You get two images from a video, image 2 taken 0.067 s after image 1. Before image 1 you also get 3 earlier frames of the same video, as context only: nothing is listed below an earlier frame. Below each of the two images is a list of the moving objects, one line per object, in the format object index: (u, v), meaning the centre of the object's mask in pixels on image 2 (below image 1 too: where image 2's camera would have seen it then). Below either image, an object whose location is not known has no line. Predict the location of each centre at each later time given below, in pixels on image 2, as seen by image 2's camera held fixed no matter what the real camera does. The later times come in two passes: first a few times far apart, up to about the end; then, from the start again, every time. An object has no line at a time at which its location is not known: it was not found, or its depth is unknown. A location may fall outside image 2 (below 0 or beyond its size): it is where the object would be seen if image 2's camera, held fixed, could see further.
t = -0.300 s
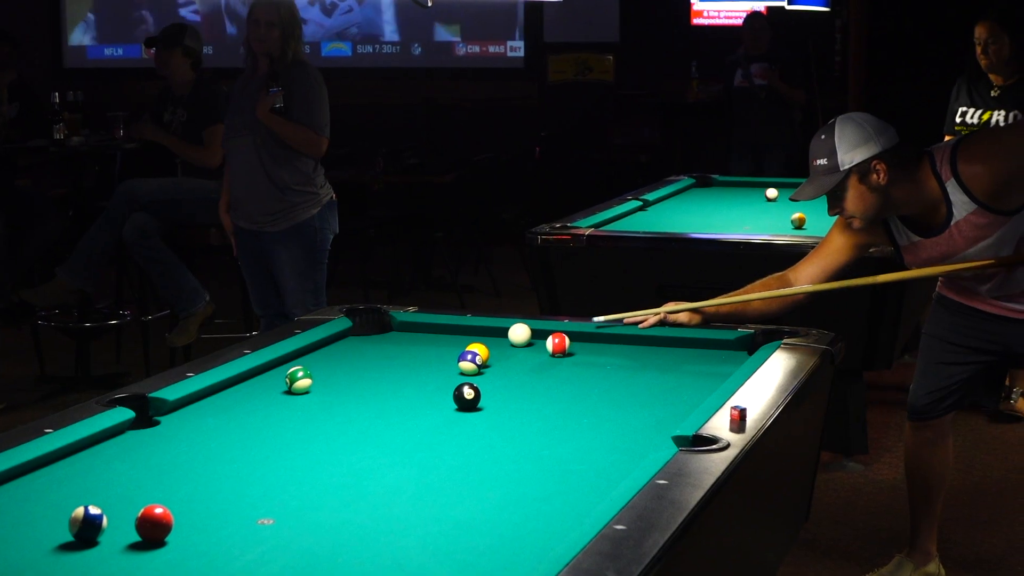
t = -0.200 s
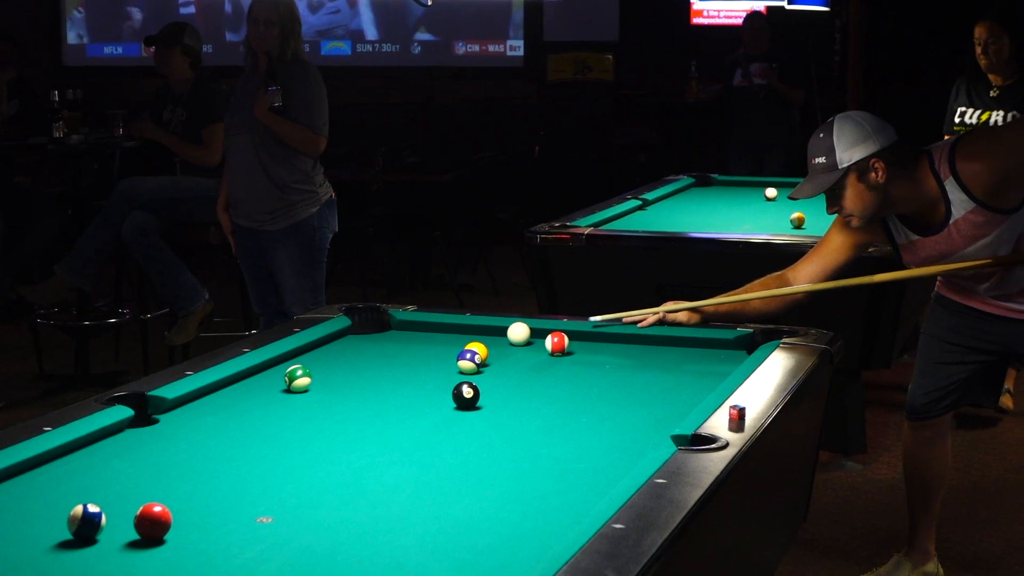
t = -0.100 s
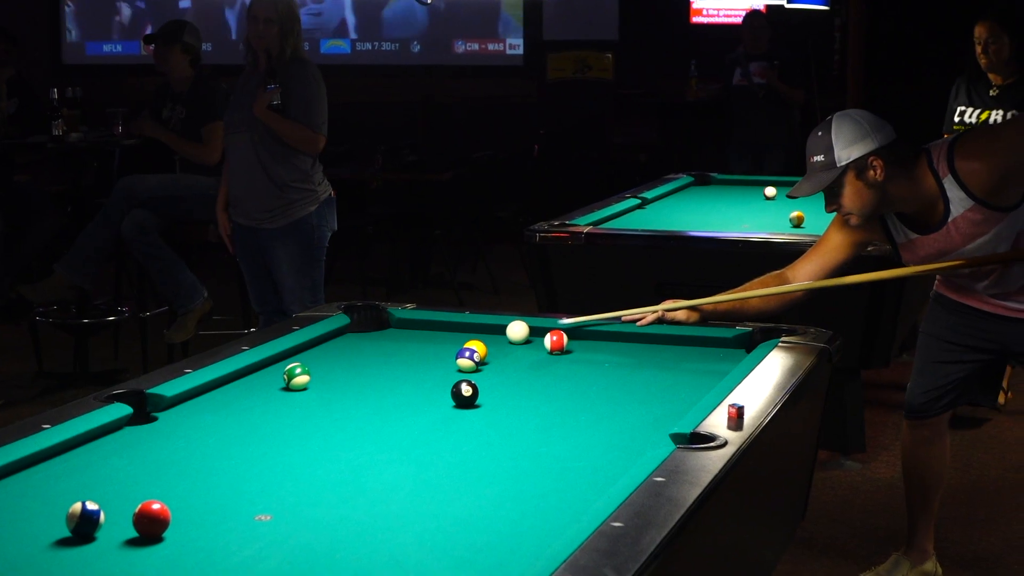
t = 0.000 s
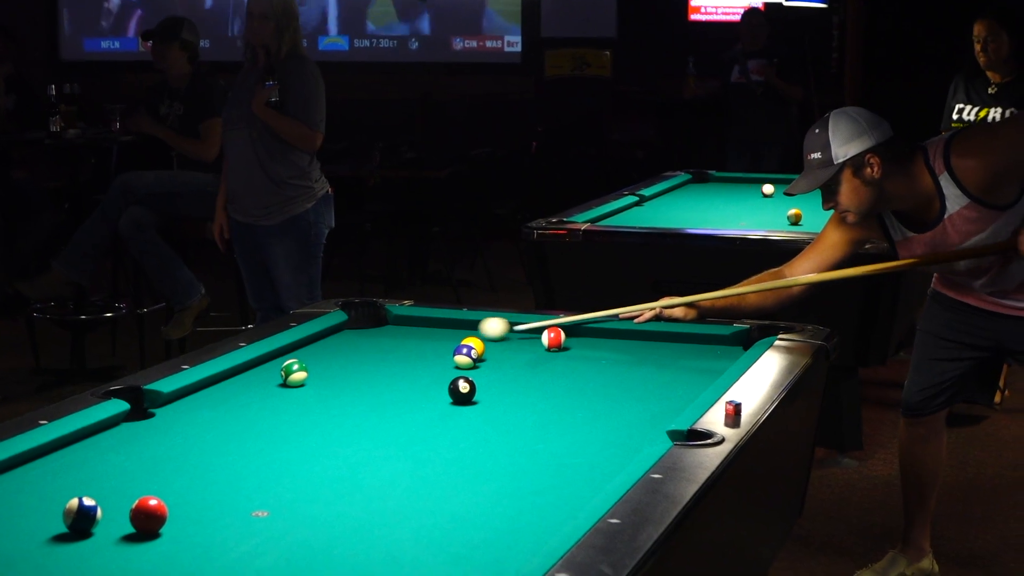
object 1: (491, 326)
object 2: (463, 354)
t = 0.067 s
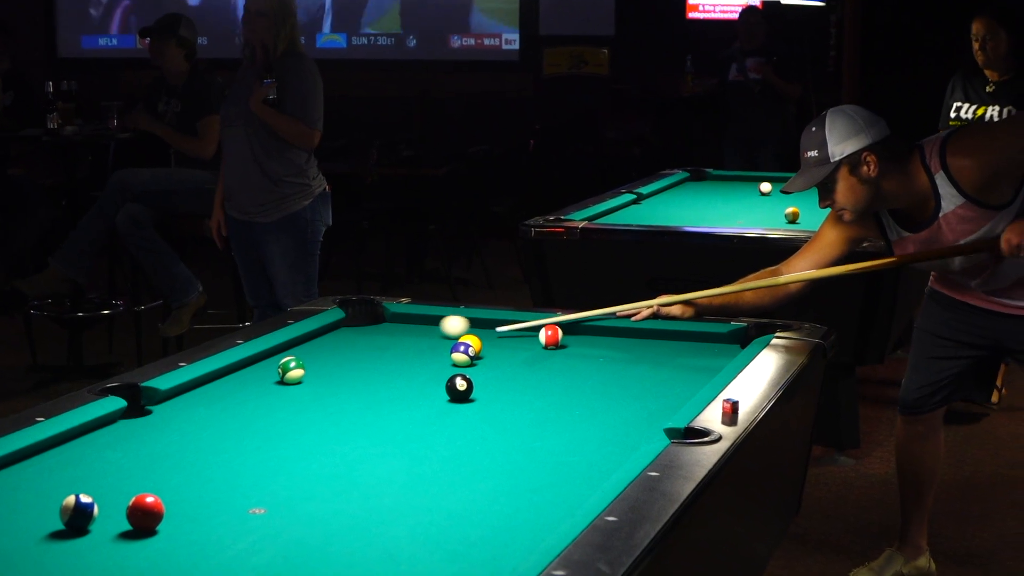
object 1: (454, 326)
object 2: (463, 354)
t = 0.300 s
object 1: (341, 328)
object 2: (462, 354)
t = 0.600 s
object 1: (388, 338)
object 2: (462, 354)
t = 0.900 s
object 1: (441, 348)
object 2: (463, 354)
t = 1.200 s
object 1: (455, 351)
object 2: (496, 361)
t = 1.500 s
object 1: (464, 353)
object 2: (529, 368)
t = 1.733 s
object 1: (468, 354)
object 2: (551, 374)
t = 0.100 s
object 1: (438, 327)
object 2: (463, 354)
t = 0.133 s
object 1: (421, 327)
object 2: (463, 354)
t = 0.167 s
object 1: (405, 327)
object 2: (462, 354)
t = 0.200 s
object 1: (389, 327)
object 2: (462, 354)
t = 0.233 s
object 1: (373, 327)
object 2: (462, 354)
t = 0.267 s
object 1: (357, 327)
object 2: (462, 354)
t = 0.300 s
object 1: (341, 328)
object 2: (462, 354)
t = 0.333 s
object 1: (334, 328)
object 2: (462, 354)
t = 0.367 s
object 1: (343, 330)
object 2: (462, 354)
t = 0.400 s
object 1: (350, 331)
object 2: (462, 354)
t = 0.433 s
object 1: (357, 332)
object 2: (462, 354)
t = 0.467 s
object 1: (363, 333)
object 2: (462, 354)
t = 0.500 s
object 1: (369, 334)
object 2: (462, 354)
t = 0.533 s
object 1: (375, 336)
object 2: (462, 354)
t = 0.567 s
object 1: (381, 337)
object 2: (462, 354)
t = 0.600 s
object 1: (388, 338)
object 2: (462, 354)
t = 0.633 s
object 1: (394, 339)
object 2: (462, 354)
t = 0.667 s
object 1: (400, 340)
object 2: (462, 354)
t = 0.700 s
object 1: (406, 342)
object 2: (462, 354)
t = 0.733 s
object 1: (412, 343)
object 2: (462, 354)
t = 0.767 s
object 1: (418, 344)
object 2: (463, 354)
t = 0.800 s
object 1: (424, 345)
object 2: (463, 354)
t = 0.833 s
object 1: (431, 346)
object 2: (463, 354)
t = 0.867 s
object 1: (437, 347)
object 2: (463, 354)
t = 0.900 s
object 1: (441, 348)
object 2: (463, 354)
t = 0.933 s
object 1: (444, 349)
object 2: (466, 355)
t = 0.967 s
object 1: (446, 350)
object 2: (471, 356)
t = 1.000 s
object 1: (448, 350)
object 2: (475, 356)
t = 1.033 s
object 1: (449, 350)
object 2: (479, 357)
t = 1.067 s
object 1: (450, 350)
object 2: (483, 358)
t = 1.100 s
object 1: (452, 351)
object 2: (486, 358)
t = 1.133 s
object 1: (453, 351)
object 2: (489, 359)
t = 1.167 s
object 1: (454, 351)
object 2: (493, 360)
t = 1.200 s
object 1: (455, 351)
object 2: (496, 361)
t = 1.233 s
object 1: (456, 352)
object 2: (500, 362)
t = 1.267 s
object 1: (457, 352)
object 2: (504, 363)
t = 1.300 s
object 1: (458, 352)
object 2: (507, 364)
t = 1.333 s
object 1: (459, 352)
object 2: (511, 364)
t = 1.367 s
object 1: (460, 353)
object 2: (515, 365)
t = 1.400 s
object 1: (461, 353)
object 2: (518, 366)
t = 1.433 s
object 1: (462, 353)
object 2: (522, 366)
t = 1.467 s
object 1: (463, 353)
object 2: (525, 367)
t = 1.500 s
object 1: (464, 353)
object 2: (529, 368)
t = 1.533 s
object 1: (464, 353)
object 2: (532, 369)
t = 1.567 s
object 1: (465, 354)
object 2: (535, 370)
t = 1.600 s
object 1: (466, 354)
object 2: (539, 370)
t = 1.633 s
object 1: (467, 354)
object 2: (542, 371)
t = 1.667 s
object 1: (467, 354)
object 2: (545, 372)
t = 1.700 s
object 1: (467, 354)
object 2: (548, 373)
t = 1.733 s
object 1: (468, 354)
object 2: (551, 374)
